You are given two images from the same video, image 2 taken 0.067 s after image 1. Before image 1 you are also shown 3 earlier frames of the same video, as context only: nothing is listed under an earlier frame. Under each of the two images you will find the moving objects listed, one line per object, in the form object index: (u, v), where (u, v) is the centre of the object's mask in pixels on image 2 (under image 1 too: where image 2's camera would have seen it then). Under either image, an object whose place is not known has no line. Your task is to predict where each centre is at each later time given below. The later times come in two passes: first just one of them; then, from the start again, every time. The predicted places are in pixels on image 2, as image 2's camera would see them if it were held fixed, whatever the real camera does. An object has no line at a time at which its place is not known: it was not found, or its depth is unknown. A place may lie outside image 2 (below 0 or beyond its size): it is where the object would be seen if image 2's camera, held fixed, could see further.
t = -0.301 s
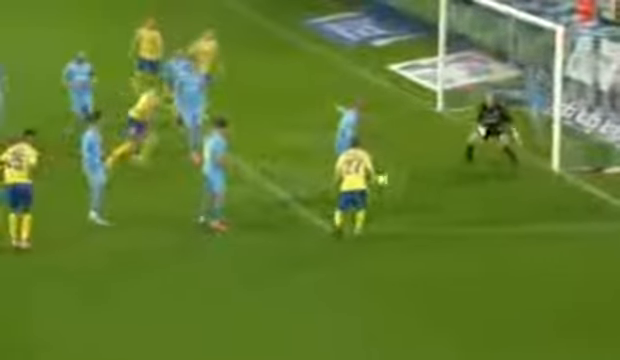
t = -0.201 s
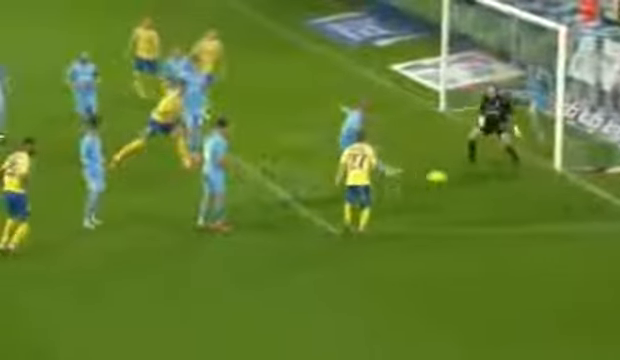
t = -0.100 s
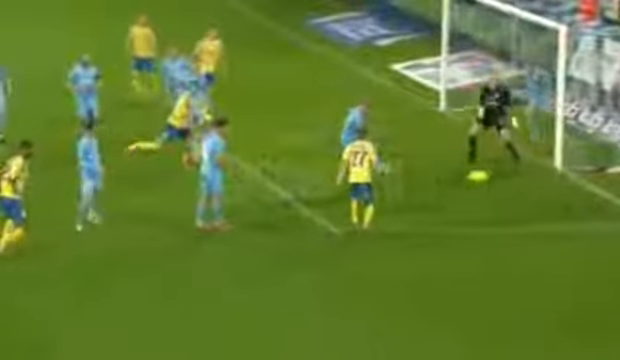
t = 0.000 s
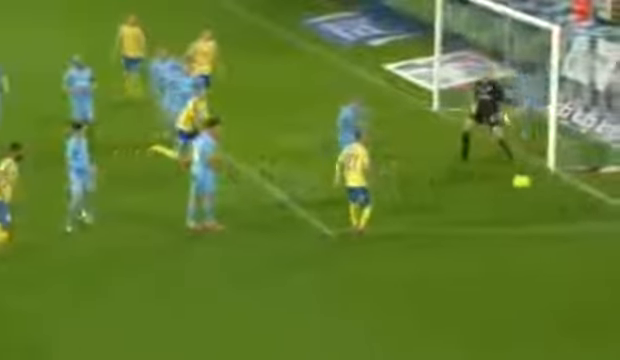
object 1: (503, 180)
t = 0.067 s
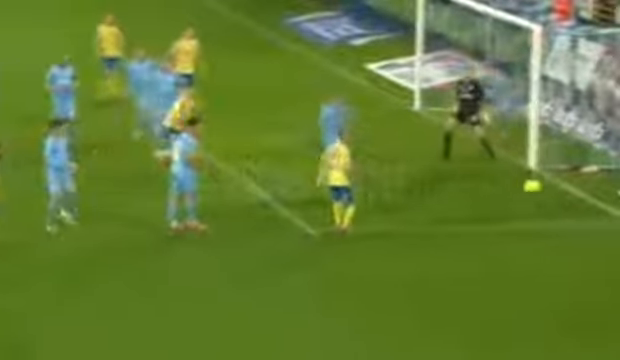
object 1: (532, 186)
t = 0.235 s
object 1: (596, 210)
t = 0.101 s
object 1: (542, 188)
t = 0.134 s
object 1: (560, 194)
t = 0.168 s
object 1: (579, 200)
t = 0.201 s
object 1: (588, 205)
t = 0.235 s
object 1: (596, 210)
